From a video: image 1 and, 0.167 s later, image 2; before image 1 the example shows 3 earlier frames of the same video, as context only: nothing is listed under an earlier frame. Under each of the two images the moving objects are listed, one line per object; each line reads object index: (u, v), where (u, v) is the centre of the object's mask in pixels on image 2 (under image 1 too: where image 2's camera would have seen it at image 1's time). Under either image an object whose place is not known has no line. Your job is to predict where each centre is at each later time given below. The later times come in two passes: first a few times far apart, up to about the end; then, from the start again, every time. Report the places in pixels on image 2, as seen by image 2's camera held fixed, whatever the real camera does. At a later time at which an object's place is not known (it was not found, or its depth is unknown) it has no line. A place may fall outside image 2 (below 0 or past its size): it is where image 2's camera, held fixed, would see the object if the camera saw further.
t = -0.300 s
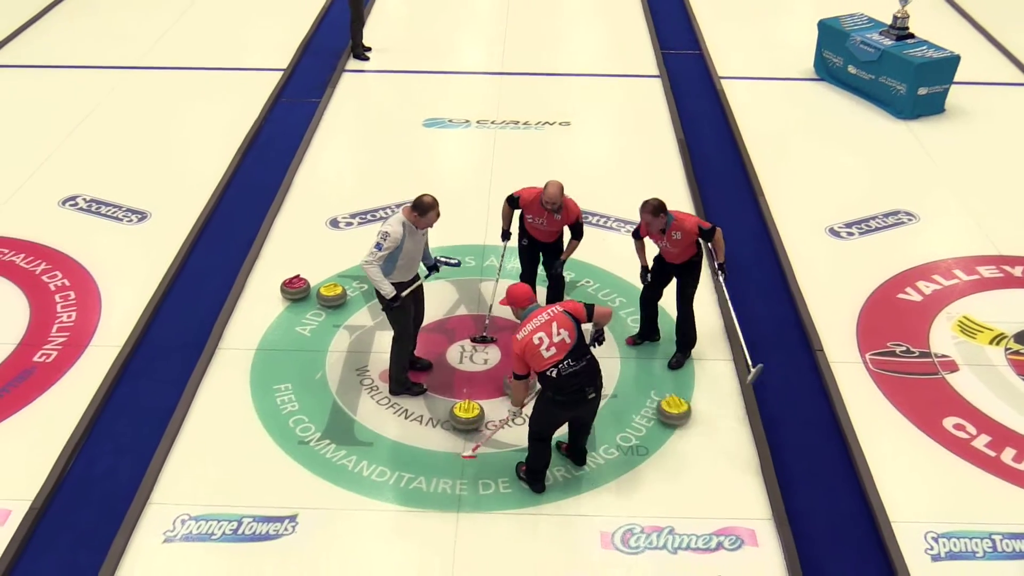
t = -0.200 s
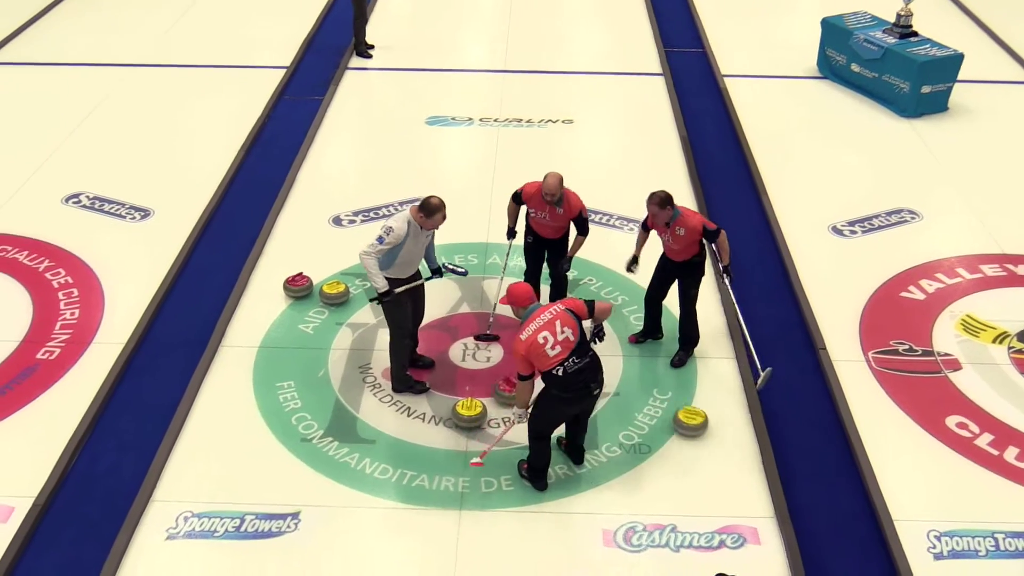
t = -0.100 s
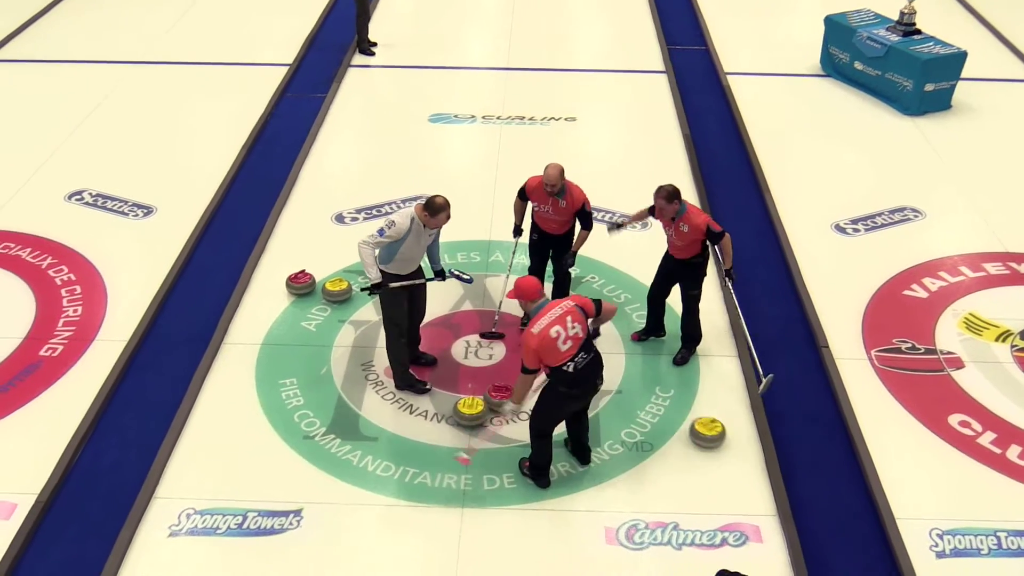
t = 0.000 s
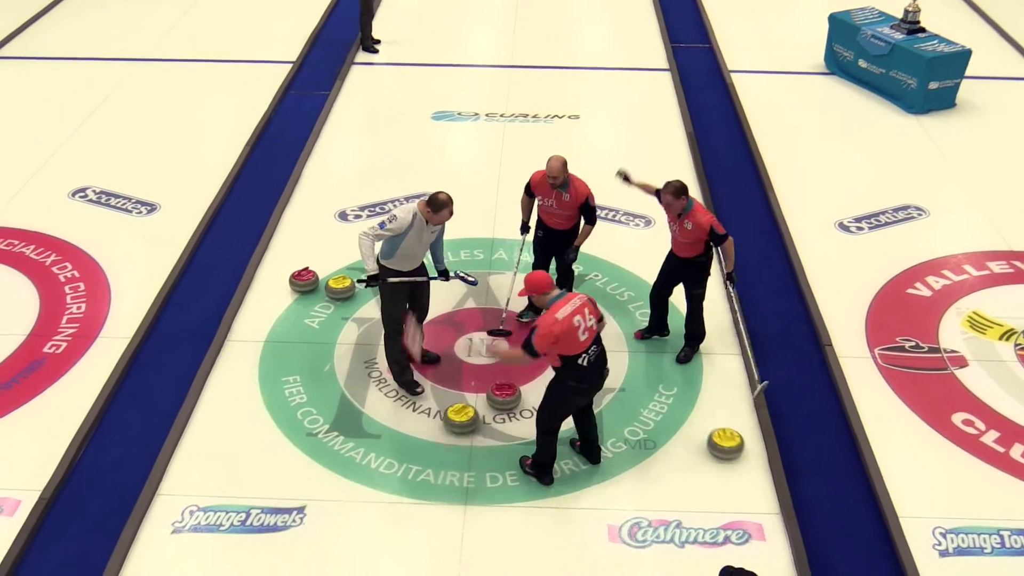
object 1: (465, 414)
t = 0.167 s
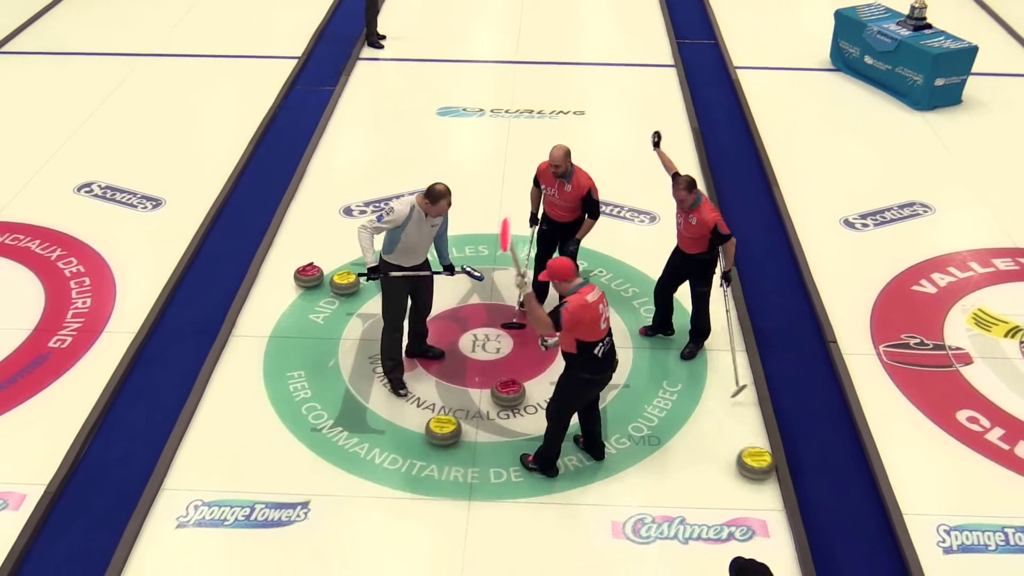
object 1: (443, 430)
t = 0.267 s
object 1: (430, 440)
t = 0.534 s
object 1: (394, 466)
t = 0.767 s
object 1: (362, 490)
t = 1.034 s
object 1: (324, 519)
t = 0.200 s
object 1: (439, 433)
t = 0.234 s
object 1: (434, 437)
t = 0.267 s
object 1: (430, 440)
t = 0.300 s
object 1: (426, 443)
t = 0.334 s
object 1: (421, 446)
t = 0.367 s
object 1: (417, 450)
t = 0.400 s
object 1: (412, 453)
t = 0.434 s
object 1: (407, 457)
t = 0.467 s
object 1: (403, 460)
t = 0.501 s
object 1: (398, 463)
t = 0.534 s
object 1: (394, 466)
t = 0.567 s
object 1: (389, 470)
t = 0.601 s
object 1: (385, 473)
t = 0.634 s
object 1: (380, 477)
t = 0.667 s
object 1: (376, 480)
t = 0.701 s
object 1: (371, 484)
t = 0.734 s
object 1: (366, 487)
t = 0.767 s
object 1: (362, 490)
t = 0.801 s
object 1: (357, 494)
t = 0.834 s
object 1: (352, 497)
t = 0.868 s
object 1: (348, 501)
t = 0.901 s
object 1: (343, 504)
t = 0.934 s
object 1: (338, 508)
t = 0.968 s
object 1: (333, 511)
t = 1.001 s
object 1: (328, 515)
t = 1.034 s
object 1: (324, 519)
